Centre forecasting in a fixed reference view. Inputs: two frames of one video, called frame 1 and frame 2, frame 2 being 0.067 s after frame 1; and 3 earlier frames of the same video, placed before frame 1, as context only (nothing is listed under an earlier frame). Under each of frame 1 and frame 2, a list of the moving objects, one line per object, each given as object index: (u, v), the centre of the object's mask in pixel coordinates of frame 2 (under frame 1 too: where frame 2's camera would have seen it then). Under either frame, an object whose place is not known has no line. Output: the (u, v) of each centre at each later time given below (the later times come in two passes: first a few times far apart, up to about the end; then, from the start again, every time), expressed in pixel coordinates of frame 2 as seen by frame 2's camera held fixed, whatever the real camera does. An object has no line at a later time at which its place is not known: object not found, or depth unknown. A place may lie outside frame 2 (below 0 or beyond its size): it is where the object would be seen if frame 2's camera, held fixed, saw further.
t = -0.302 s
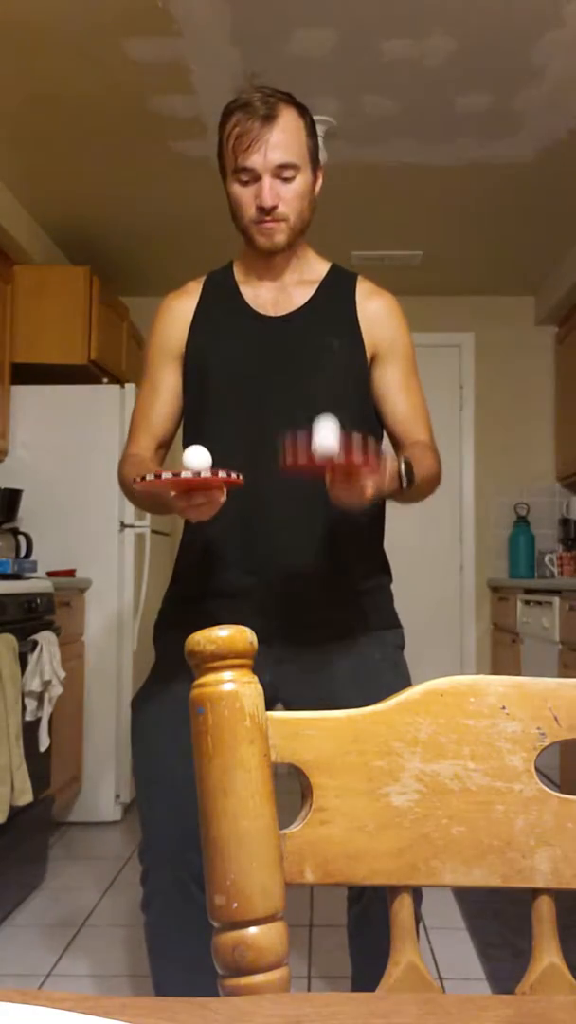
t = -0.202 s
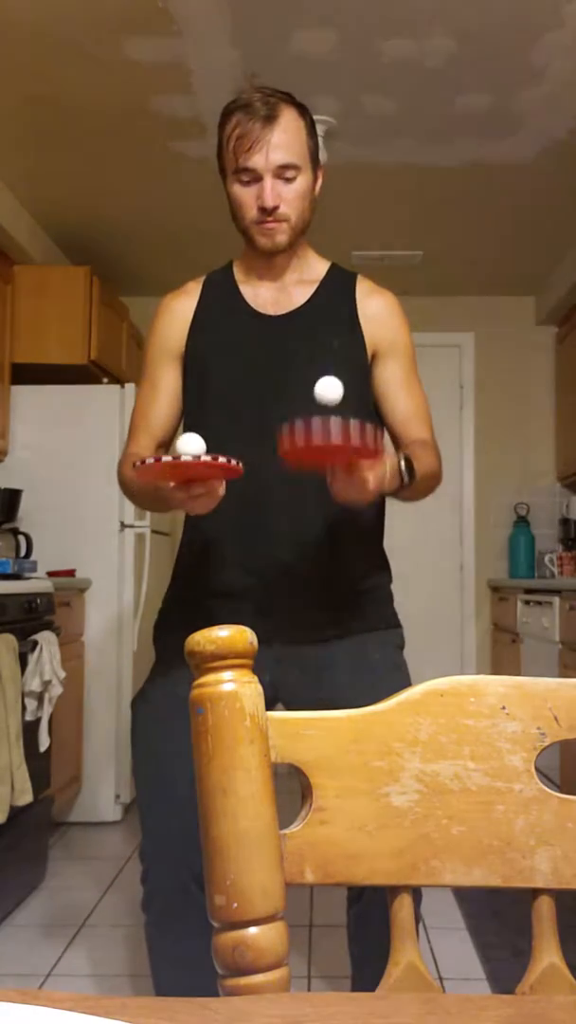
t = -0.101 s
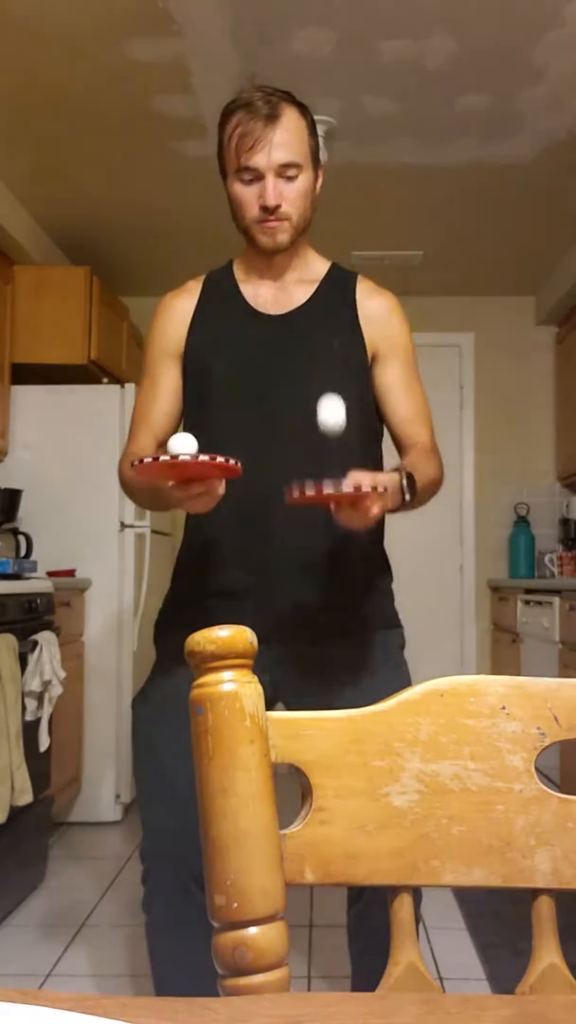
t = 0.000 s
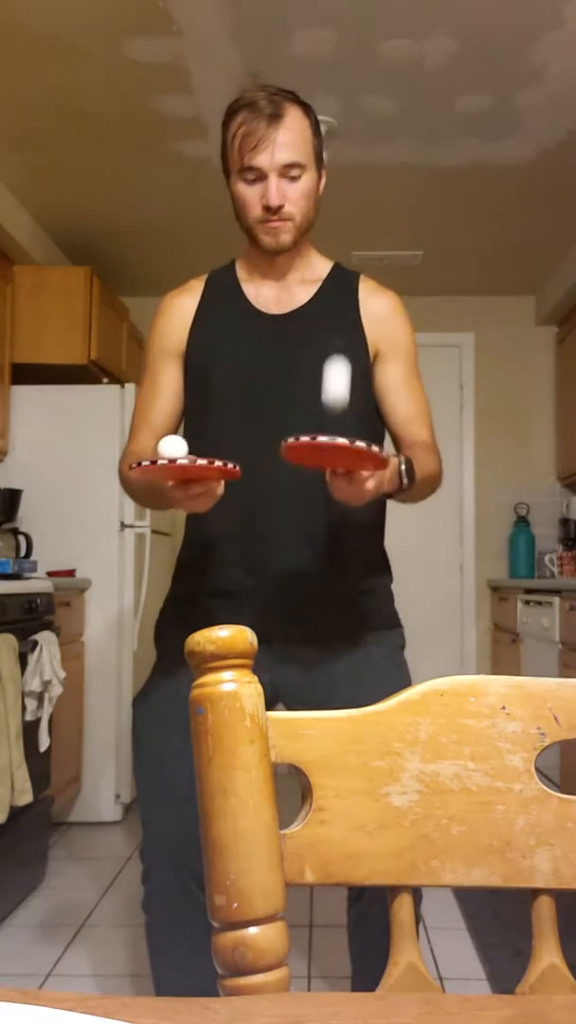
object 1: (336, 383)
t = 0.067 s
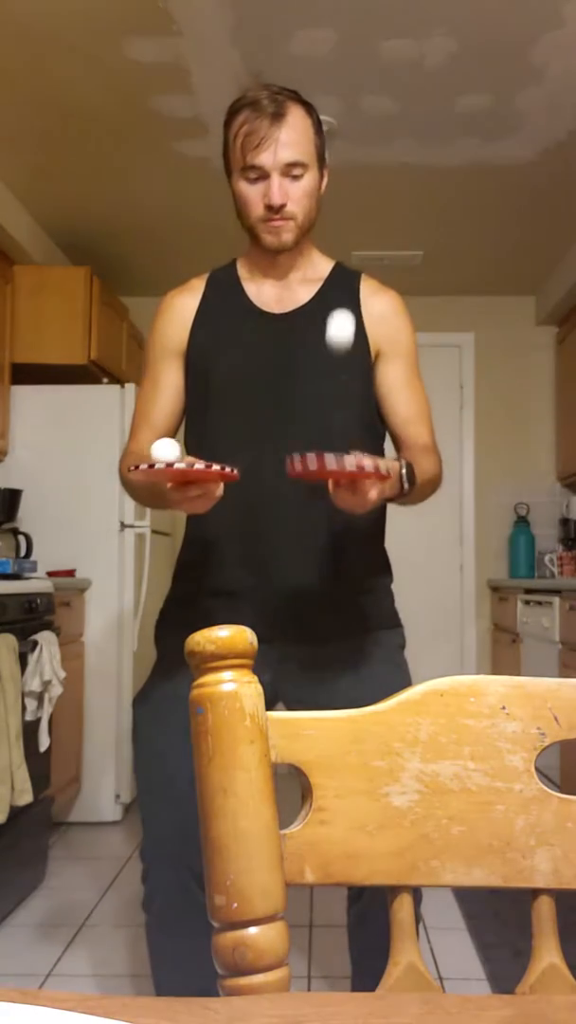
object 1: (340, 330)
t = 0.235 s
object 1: (350, 332)
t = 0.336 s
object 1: (355, 422)
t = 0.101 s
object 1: (342, 315)
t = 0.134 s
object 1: (344, 308)
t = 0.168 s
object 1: (346, 308)
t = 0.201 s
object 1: (348, 316)
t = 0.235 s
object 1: (350, 332)
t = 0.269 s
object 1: (352, 355)
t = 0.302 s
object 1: (353, 385)
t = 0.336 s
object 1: (355, 422)
